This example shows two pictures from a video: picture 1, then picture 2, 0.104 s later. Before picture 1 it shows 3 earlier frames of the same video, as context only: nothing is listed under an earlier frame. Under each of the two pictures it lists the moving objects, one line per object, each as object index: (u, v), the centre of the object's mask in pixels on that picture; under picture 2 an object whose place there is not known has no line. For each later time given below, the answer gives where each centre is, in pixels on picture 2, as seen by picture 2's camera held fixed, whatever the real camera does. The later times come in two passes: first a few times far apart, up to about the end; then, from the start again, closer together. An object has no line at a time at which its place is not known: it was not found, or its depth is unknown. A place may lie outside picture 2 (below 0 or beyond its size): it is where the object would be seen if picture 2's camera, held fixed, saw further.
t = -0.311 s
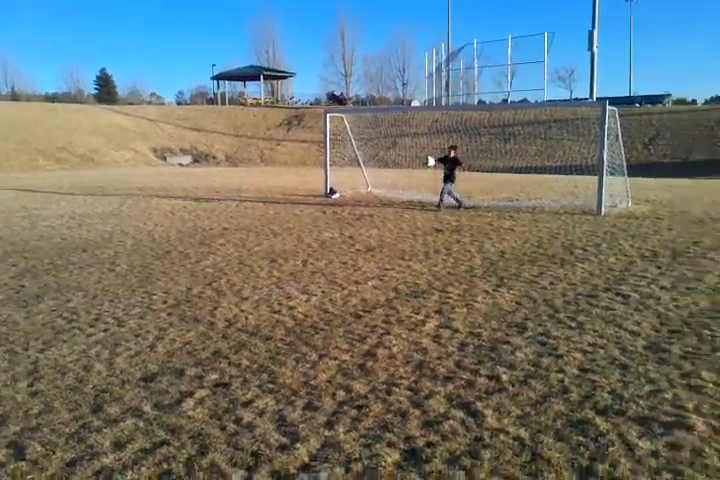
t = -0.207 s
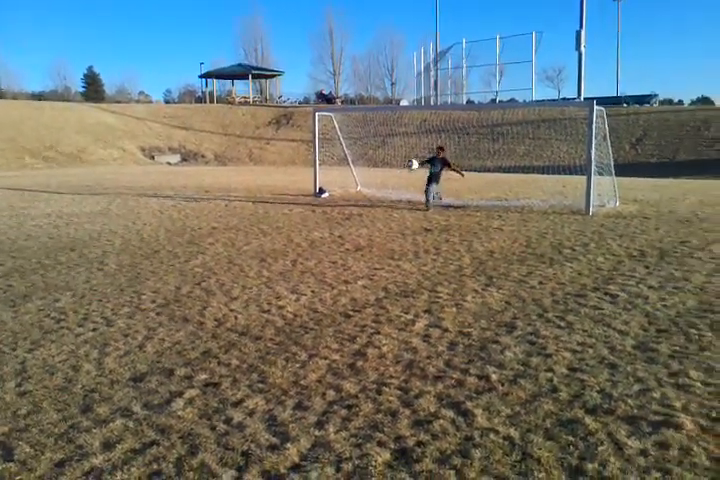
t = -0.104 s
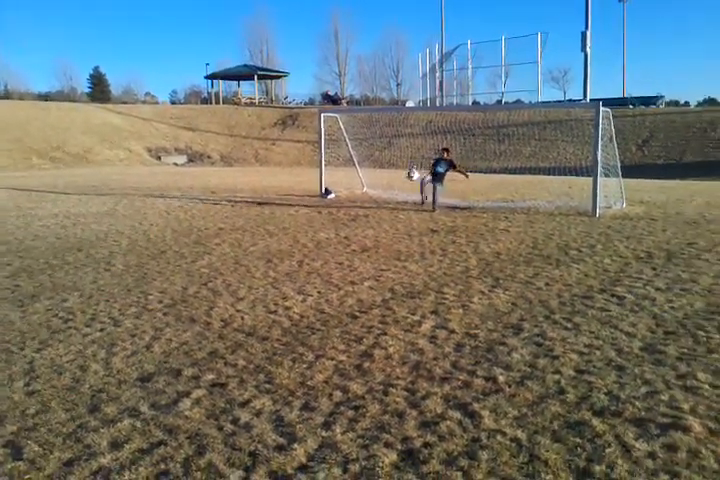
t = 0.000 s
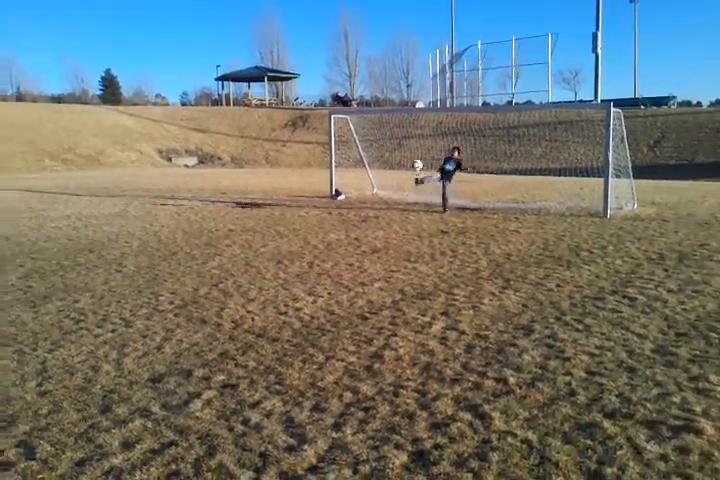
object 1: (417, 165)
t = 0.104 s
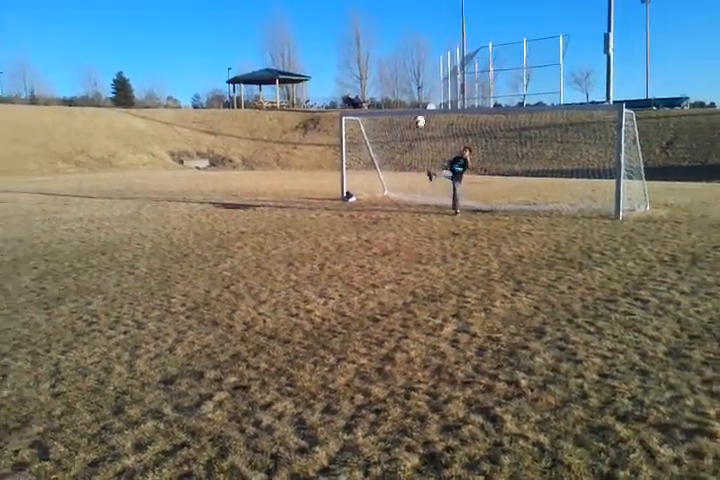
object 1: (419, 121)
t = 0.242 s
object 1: (406, 64)
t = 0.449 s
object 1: (386, -14)
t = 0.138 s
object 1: (417, 106)
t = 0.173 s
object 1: (413, 93)
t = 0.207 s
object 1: (409, 78)
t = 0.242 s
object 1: (406, 64)
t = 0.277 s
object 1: (403, 49)
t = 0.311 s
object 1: (398, 36)
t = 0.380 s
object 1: (392, 9)
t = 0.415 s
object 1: (389, -3)
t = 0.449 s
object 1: (386, -14)
